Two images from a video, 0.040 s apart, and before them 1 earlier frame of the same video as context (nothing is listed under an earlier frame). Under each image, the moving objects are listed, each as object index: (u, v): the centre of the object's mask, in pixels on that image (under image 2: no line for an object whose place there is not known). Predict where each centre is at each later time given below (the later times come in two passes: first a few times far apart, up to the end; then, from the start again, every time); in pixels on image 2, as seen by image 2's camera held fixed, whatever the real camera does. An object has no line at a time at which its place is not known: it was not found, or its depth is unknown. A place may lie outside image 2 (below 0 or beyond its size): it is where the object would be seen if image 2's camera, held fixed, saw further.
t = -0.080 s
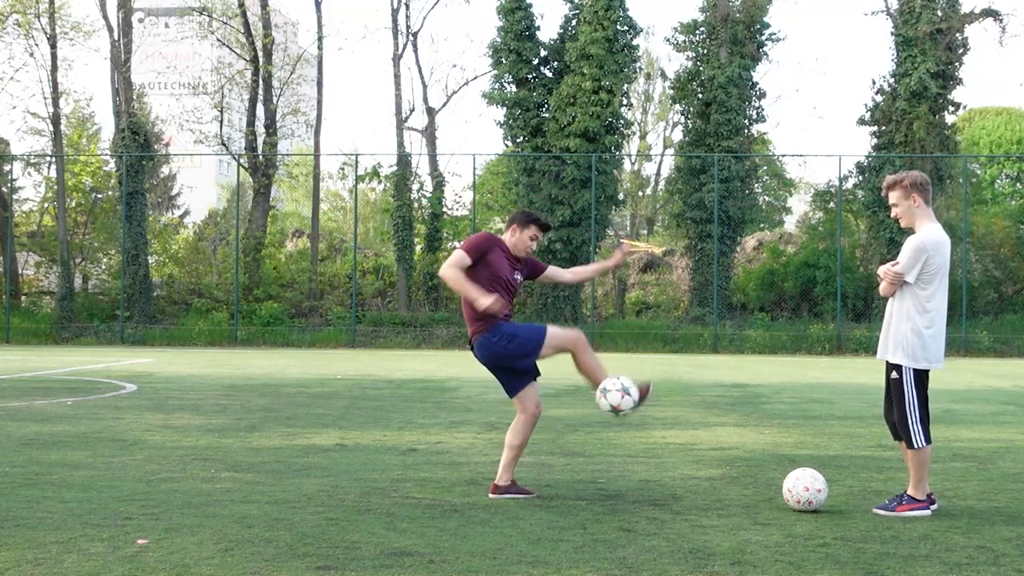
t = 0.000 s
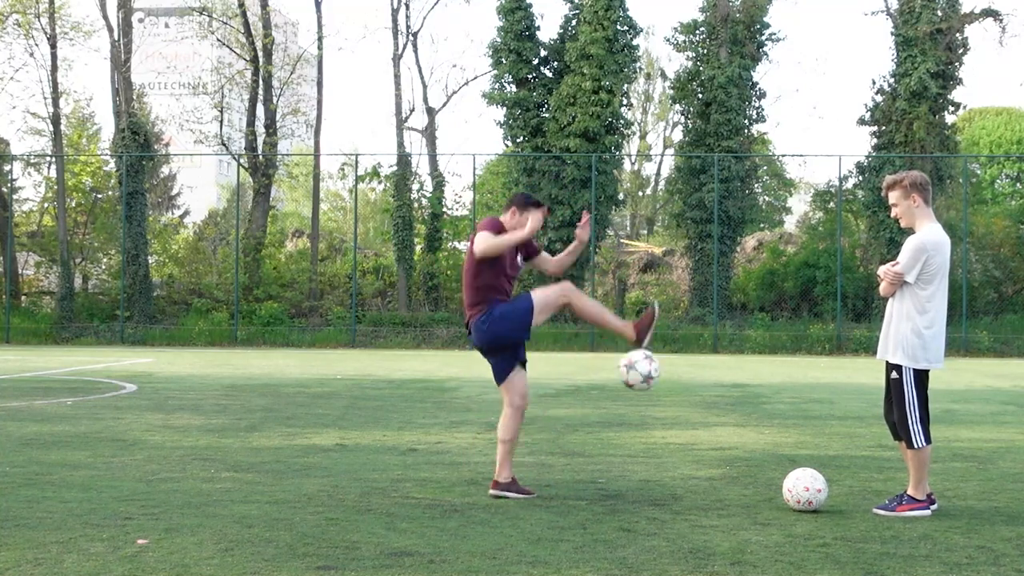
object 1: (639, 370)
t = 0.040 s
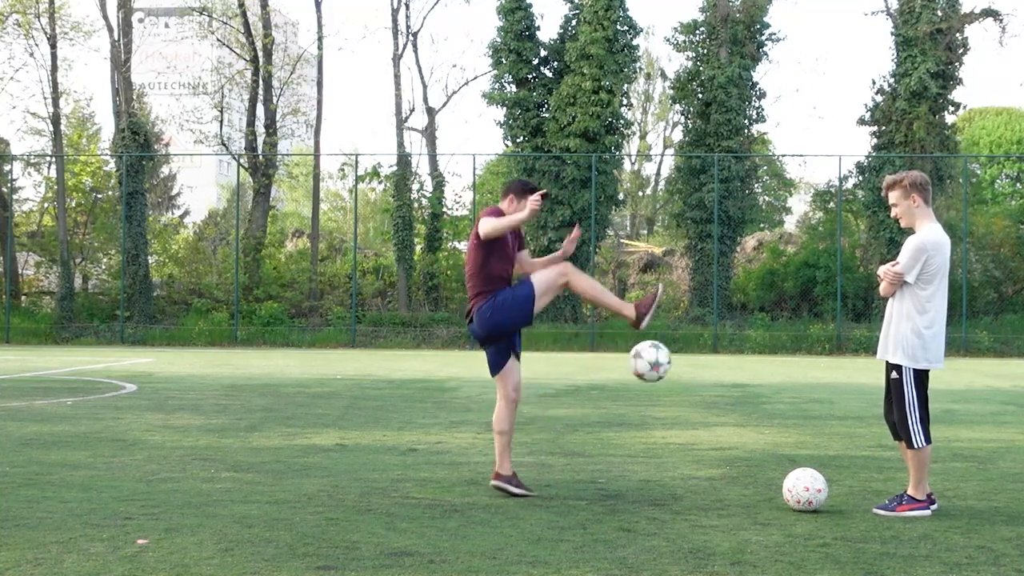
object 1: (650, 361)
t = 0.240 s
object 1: (703, 362)
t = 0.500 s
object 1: (769, 476)
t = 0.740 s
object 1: (793, 424)
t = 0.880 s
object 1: (804, 432)
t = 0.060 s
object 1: (655, 357)
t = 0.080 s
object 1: (660, 355)
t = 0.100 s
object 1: (666, 353)
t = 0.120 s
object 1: (671, 352)
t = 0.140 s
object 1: (676, 352)
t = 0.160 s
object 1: (682, 352)
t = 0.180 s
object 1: (687, 354)
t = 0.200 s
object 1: (692, 356)
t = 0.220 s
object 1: (698, 359)
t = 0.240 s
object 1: (703, 362)
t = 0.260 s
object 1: (709, 366)
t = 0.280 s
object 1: (714, 371)
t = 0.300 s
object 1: (719, 377)
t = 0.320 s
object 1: (724, 383)
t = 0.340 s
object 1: (730, 391)
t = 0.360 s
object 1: (735, 399)
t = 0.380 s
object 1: (740, 407)
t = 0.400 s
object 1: (745, 418)
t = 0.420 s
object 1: (751, 428)
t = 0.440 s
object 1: (756, 439)
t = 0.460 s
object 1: (761, 451)
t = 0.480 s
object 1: (766, 464)
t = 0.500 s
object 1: (769, 476)
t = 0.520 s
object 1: (771, 483)
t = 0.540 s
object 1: (774, 474)
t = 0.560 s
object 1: (777, 465)
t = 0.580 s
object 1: (780, 458)
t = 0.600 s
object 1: (782, 452)
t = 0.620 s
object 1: (784, 447)
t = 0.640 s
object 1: (785, 441)
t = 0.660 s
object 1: (787, 436)
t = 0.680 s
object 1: (788, 432)
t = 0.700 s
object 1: (790, 429)
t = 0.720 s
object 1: (792, 426)
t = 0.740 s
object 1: (793, 424)
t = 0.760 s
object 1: (795, 423)
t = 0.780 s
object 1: (796, 422)
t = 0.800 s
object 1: (798, 423)
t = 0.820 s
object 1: (799, 424)
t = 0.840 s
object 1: (801, 426)
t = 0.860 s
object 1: (803, 428)
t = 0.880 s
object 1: (804, 432)
